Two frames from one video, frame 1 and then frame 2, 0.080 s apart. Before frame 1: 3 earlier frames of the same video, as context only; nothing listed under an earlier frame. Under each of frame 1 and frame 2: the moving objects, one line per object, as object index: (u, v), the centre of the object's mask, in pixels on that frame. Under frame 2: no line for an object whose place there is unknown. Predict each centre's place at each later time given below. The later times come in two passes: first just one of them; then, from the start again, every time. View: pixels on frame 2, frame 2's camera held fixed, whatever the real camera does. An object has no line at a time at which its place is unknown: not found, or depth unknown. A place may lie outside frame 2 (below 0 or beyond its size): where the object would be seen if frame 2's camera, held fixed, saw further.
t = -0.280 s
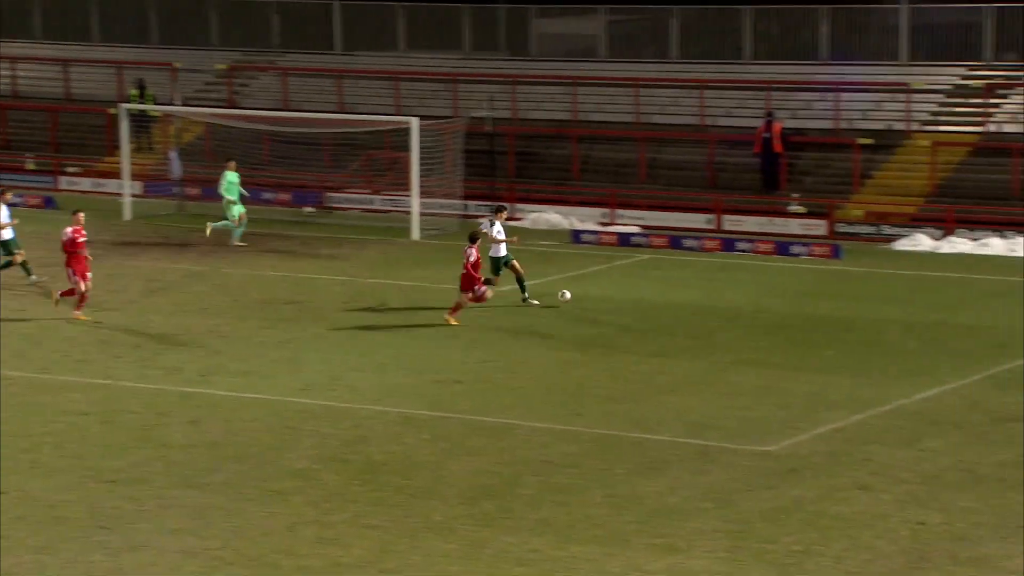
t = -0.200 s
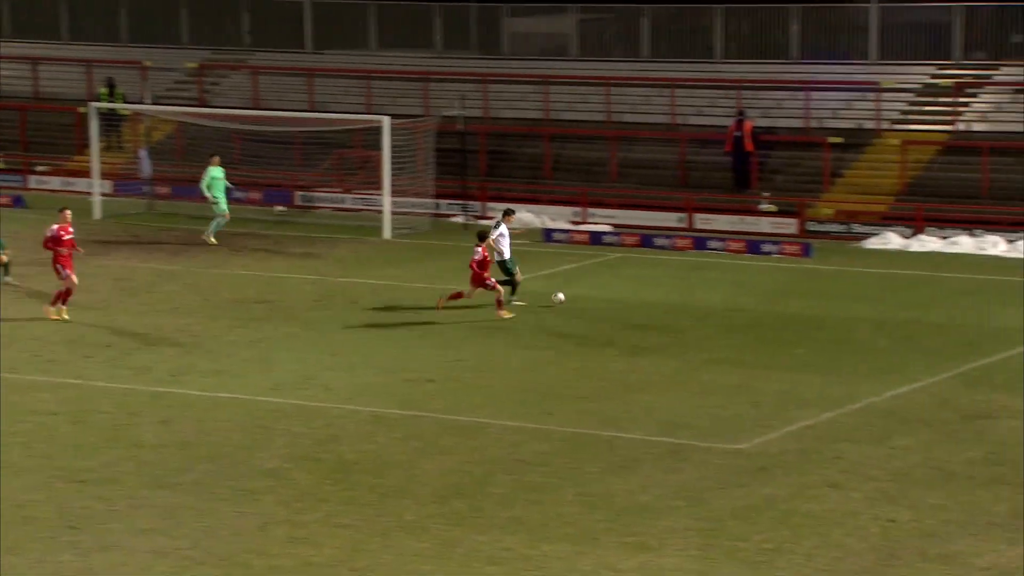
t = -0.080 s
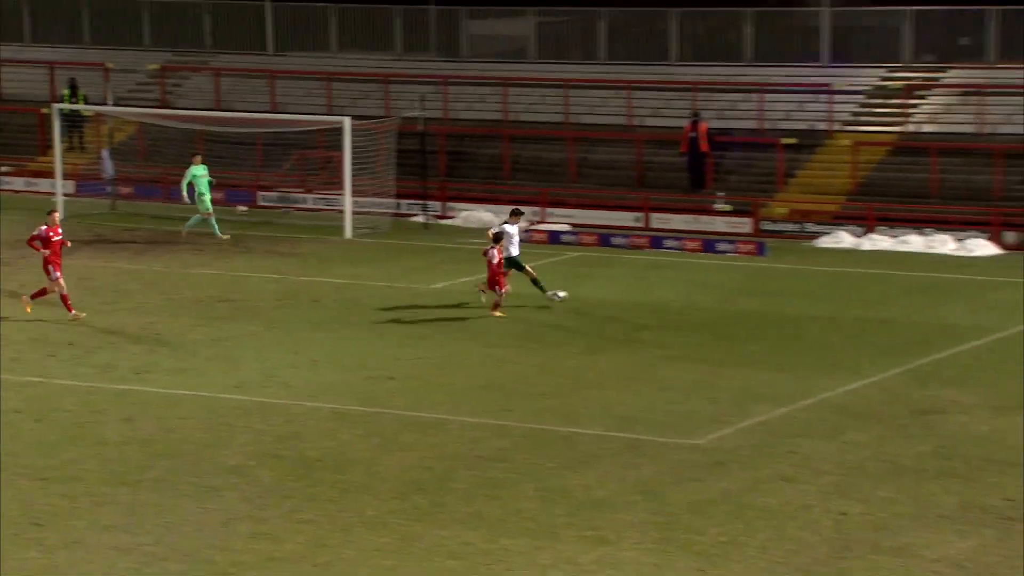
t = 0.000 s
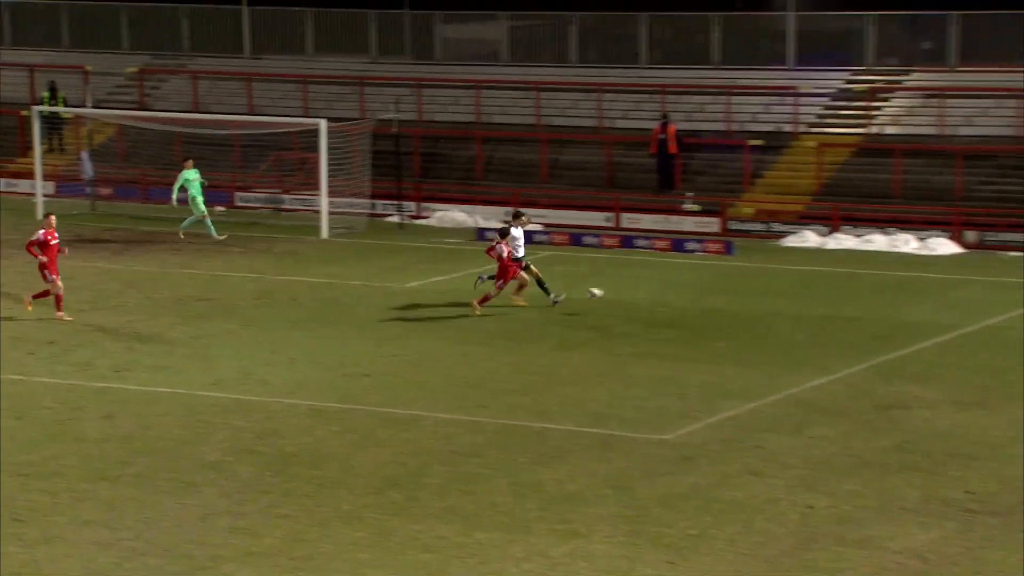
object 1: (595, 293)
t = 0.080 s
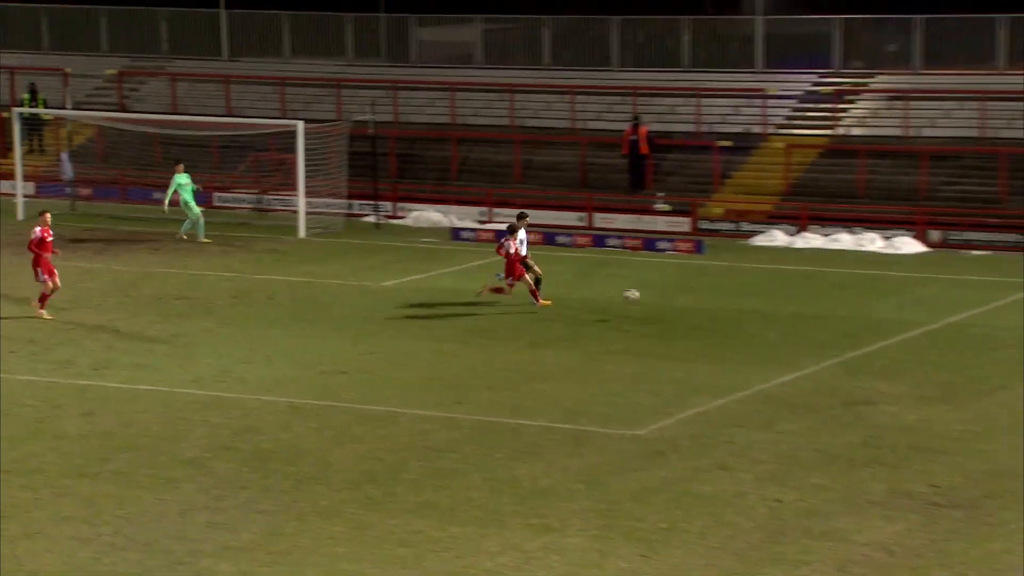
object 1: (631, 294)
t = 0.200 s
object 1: (724, 308)
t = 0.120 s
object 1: (661, 297)
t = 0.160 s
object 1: (692, 302)
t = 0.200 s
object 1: (724, 308)
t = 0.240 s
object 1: (754, 314)
